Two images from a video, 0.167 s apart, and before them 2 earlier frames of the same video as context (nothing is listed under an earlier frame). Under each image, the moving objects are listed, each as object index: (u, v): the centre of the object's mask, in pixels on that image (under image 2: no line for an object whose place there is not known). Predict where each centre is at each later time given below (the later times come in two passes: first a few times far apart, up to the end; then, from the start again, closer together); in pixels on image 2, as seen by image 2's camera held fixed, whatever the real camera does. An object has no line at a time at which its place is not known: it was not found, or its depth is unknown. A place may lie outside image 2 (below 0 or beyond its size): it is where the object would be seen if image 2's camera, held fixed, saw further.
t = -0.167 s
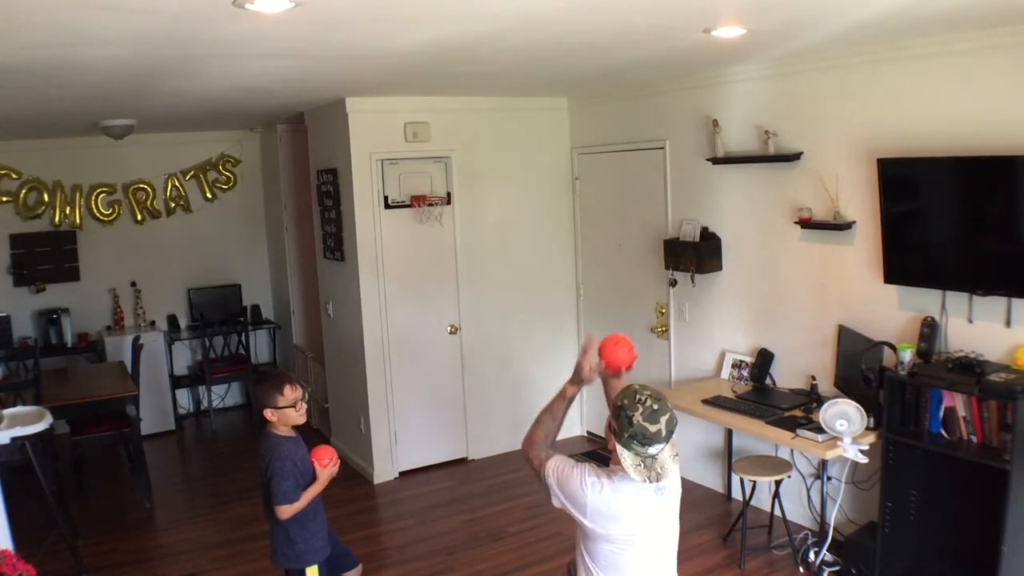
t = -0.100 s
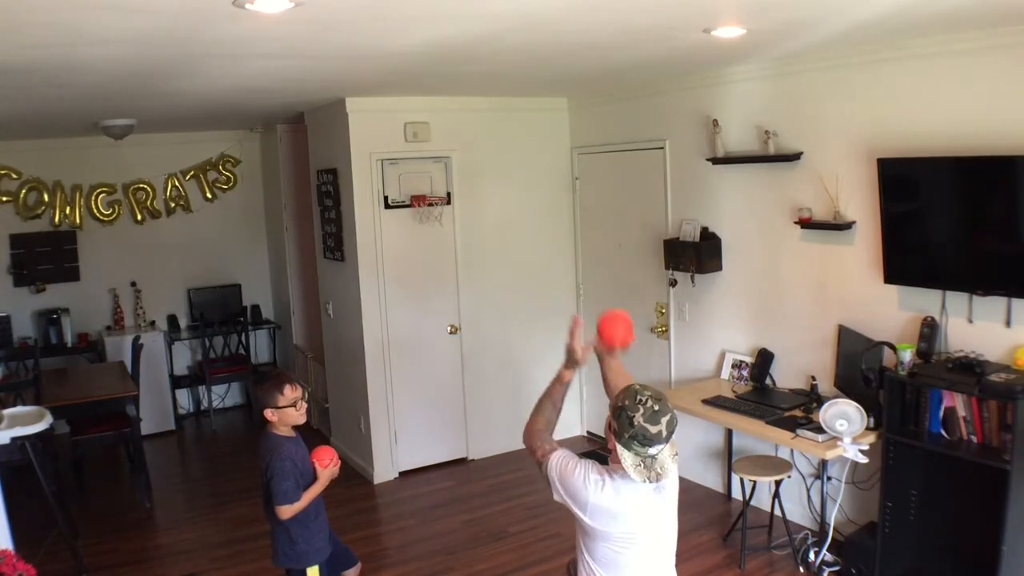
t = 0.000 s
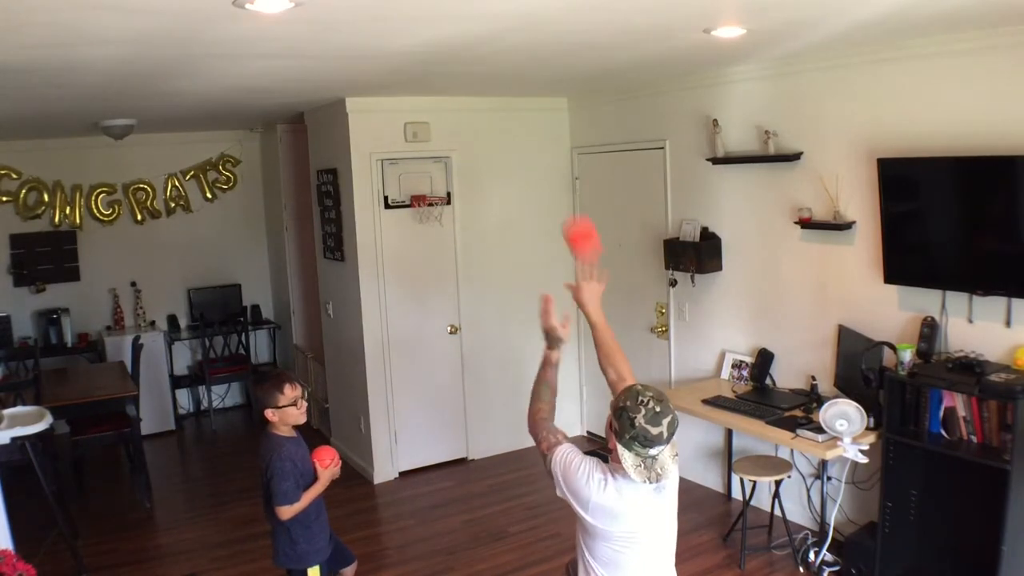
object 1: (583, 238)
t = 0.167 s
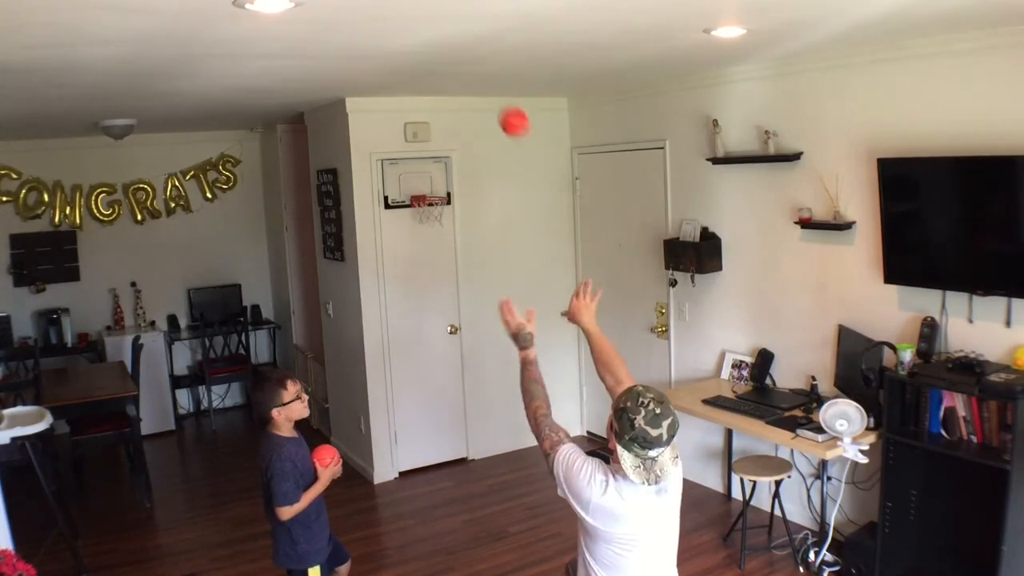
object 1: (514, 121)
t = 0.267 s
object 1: (486, 99)
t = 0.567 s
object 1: (431, 153)
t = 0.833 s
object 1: (410, 179)
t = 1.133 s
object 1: (430, 193)
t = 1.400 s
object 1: (427, 219)
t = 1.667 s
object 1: (416, 323)
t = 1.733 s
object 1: (413, 364)
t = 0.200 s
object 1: (504, 111)
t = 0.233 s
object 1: (494, 104)
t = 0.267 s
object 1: (486, 99)
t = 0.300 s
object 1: (477, 97)
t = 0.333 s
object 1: (470, 97)
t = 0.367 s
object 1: (463, 100)
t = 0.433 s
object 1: (451, 111)
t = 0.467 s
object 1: (445, 119)
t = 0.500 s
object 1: (440, 129)
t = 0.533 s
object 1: (435, 140)
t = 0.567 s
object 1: (431, 153)
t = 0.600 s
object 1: (428, 167)
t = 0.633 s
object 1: (424, 180)
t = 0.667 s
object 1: (421, 192)
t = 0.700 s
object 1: (419, 186)
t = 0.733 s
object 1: (416, 182)
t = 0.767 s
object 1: (414, 179)
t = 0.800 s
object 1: (411, 179)
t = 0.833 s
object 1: (410, 179)
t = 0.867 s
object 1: (411, 178)
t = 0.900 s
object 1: (412, 179)
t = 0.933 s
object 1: (413, 181)
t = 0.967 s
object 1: (415, 186)
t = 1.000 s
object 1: (417, 189)
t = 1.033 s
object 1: (420, 189)
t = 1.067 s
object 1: (423, 189)
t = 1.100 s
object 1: (427, 192)
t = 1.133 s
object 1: (430, 193)
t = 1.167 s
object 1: (434, 196)
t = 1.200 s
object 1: (434, 196)
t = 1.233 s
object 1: (435, 198)
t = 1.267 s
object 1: (435, 202)
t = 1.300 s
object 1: (434, 204)
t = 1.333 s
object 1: (432, 210)
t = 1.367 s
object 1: (430, 213)
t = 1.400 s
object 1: (427, 219)
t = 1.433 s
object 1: (426, 226)
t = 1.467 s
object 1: (424, 235)
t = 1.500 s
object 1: (422, 245)
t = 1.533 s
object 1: (420, 258)
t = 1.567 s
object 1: (418, 272)
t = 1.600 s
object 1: (417, 287)
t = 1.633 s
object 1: (416, 304)
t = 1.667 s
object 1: (416, 323)
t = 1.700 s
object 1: (414, 343)
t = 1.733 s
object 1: (413, 364)
